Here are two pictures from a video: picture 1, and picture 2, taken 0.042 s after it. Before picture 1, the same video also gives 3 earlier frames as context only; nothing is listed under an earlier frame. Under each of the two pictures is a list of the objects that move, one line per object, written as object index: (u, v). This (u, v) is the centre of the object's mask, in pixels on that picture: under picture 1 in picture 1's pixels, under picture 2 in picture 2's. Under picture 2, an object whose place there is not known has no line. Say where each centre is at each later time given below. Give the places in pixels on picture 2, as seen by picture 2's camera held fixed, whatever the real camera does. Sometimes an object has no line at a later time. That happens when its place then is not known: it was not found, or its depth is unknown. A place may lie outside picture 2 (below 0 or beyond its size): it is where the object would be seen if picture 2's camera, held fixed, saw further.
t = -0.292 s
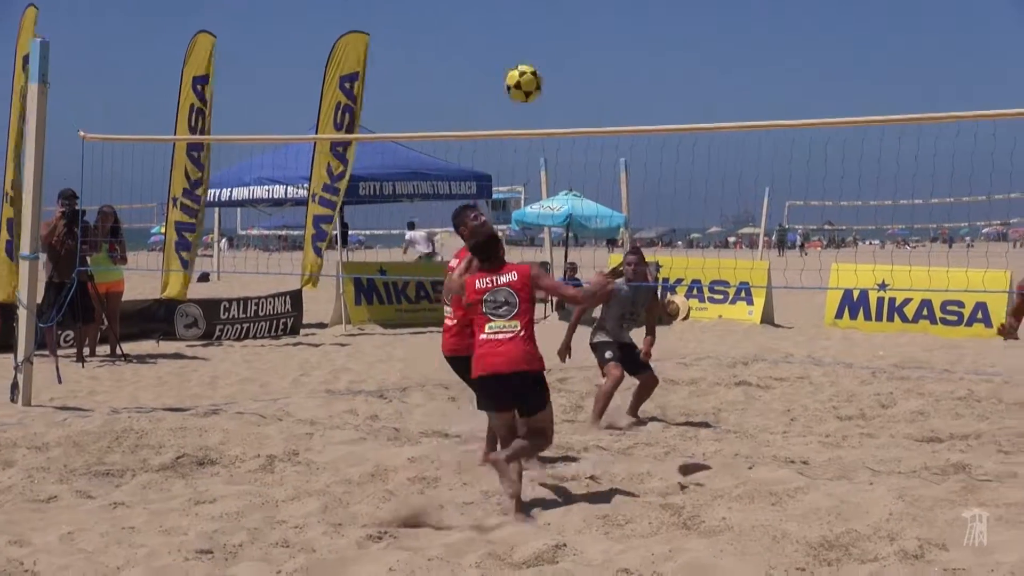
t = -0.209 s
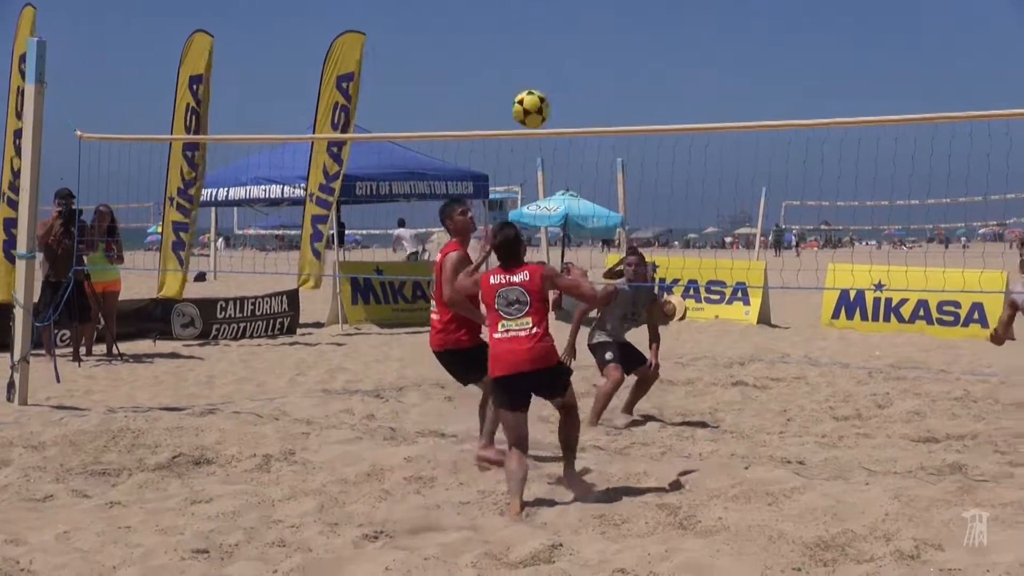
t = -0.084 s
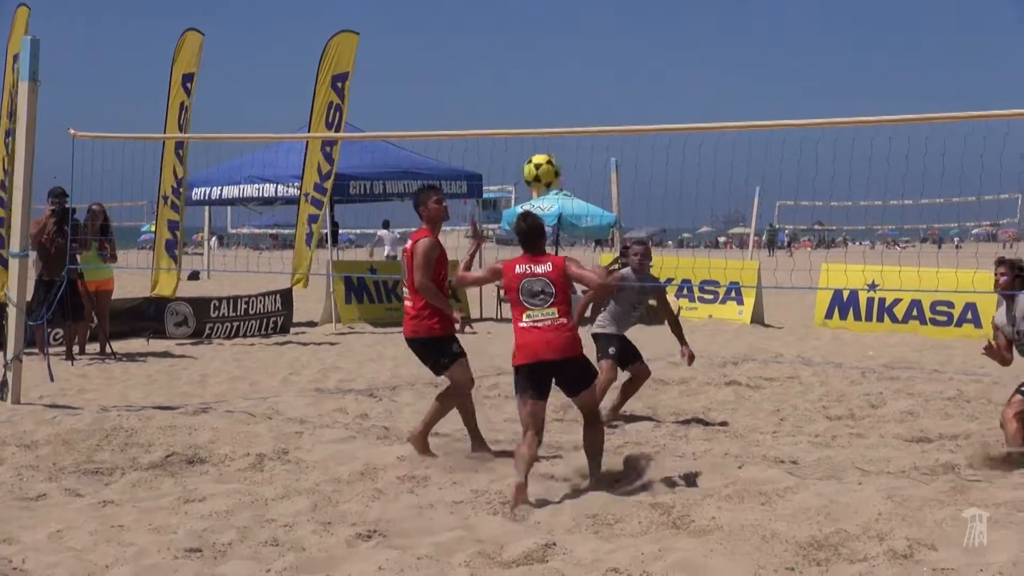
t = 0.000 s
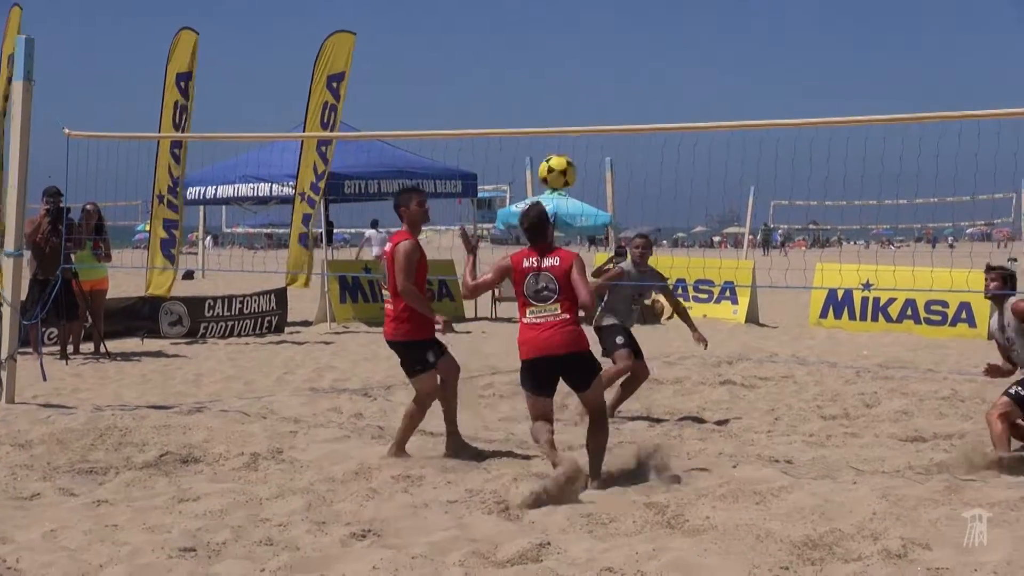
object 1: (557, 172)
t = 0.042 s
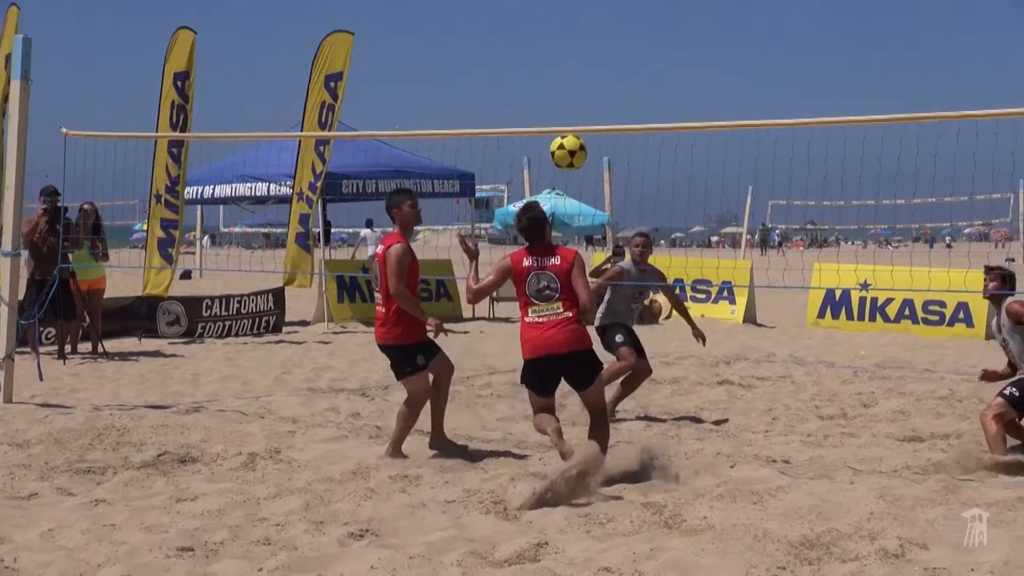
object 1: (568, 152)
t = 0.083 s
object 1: (587, 125)
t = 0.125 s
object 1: (600, 109)
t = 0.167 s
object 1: (618, 90)
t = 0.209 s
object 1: (631, 77)
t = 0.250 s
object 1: (649, 66)
